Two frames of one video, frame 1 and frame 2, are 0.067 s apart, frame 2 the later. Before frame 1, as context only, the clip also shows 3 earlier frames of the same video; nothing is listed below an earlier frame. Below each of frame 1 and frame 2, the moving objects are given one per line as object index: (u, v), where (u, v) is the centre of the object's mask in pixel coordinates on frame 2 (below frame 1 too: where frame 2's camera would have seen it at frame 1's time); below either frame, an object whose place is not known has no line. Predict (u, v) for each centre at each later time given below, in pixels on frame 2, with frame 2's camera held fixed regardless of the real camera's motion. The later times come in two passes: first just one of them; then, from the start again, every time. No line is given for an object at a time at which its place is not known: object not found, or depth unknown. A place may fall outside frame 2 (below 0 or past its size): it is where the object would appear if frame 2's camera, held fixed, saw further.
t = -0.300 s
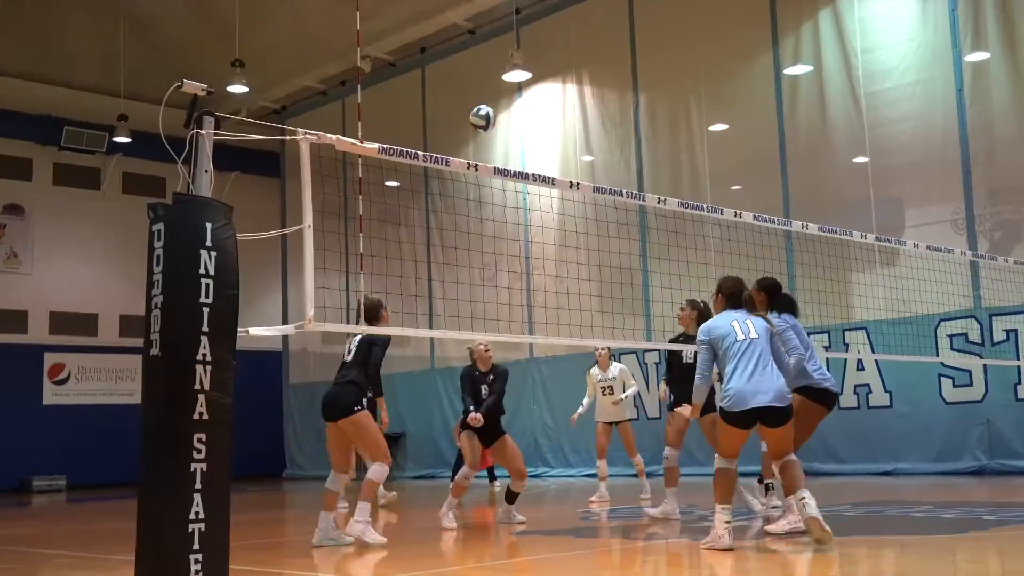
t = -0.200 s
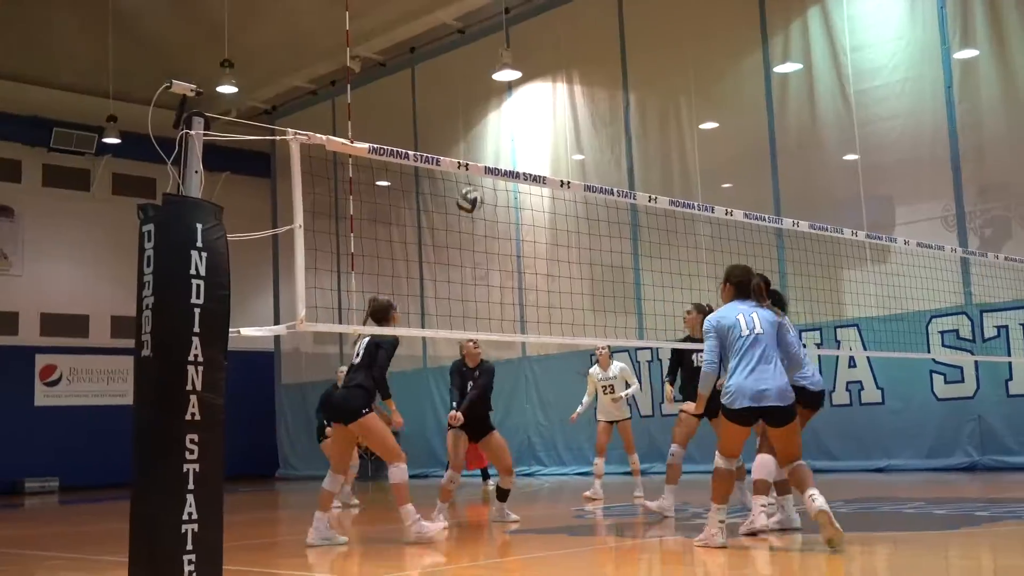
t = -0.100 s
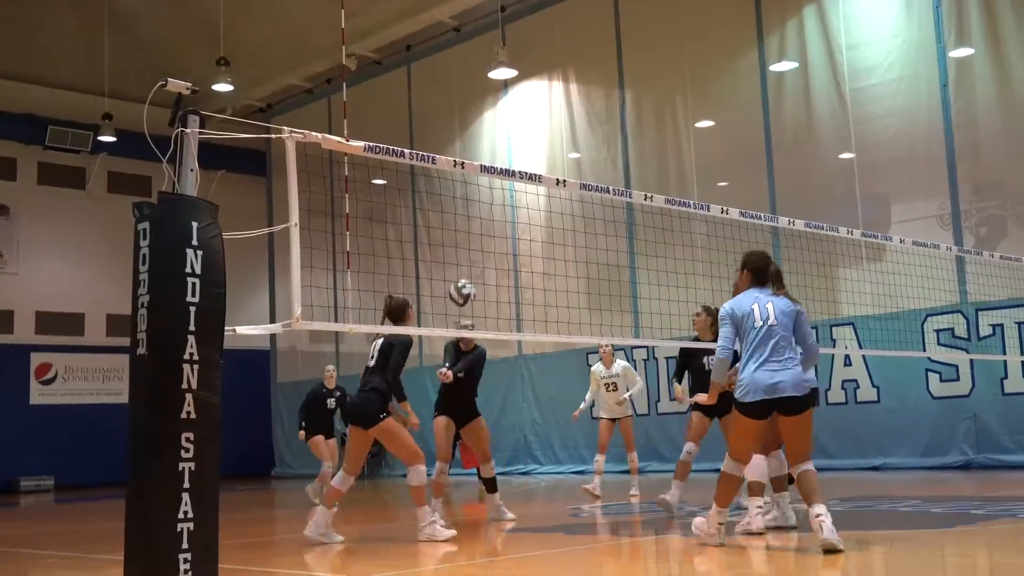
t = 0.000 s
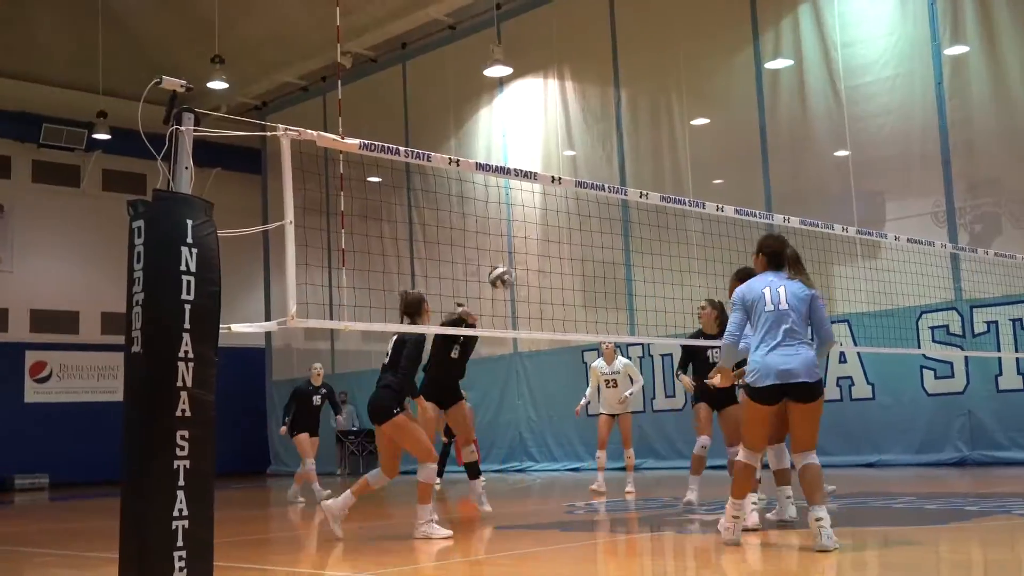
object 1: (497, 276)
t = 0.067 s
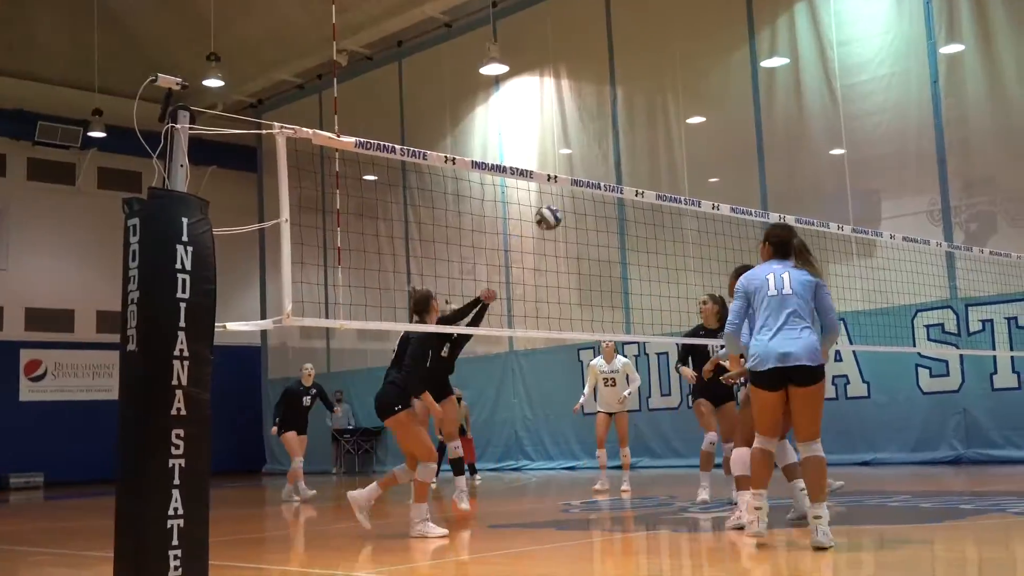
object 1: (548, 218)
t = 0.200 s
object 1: (651, 117)
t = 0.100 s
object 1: (572, 196)
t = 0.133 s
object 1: (599, 166)
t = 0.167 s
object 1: (624, 140)
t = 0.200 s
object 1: (651, 117)
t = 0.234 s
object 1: (679, 94)
